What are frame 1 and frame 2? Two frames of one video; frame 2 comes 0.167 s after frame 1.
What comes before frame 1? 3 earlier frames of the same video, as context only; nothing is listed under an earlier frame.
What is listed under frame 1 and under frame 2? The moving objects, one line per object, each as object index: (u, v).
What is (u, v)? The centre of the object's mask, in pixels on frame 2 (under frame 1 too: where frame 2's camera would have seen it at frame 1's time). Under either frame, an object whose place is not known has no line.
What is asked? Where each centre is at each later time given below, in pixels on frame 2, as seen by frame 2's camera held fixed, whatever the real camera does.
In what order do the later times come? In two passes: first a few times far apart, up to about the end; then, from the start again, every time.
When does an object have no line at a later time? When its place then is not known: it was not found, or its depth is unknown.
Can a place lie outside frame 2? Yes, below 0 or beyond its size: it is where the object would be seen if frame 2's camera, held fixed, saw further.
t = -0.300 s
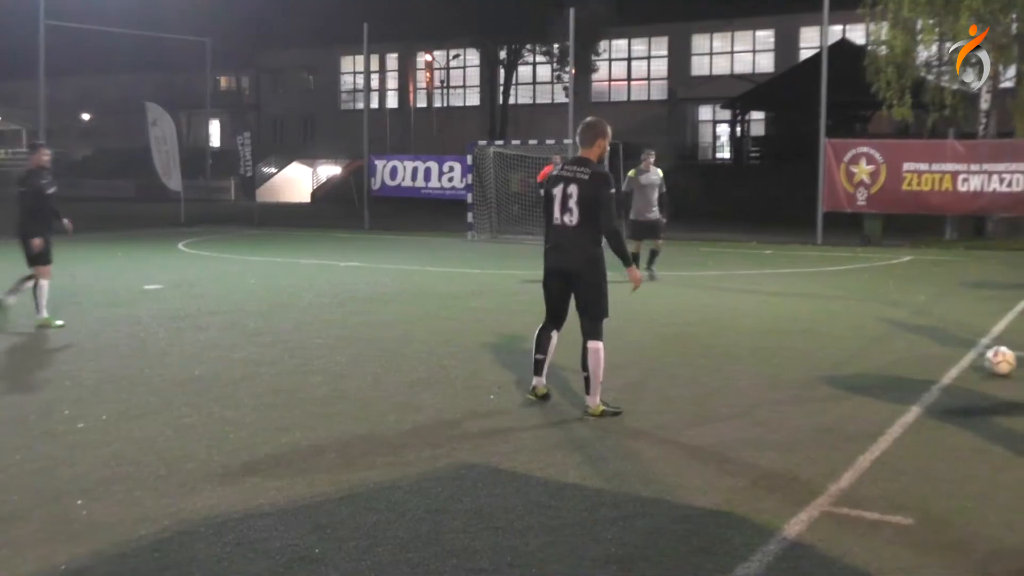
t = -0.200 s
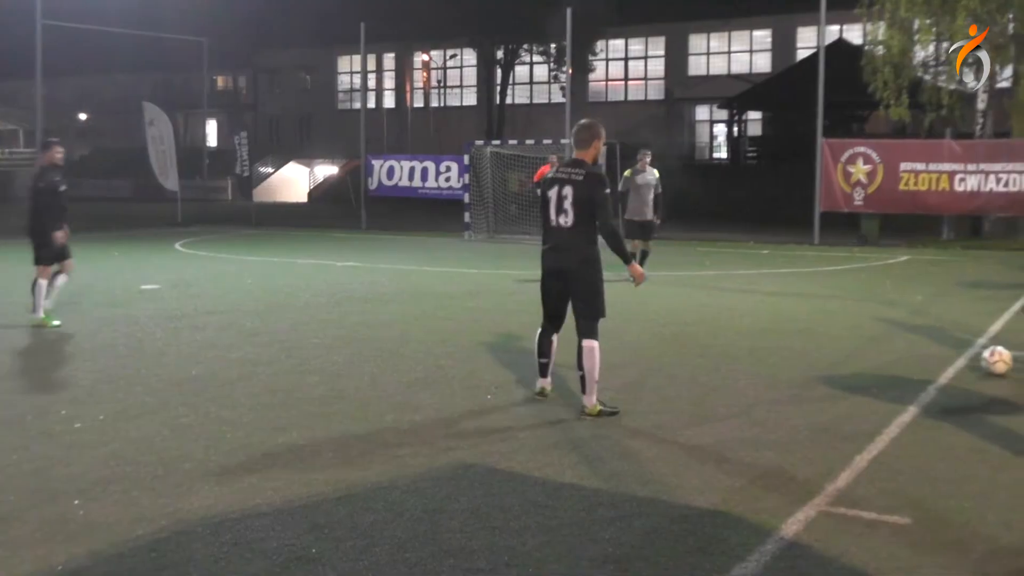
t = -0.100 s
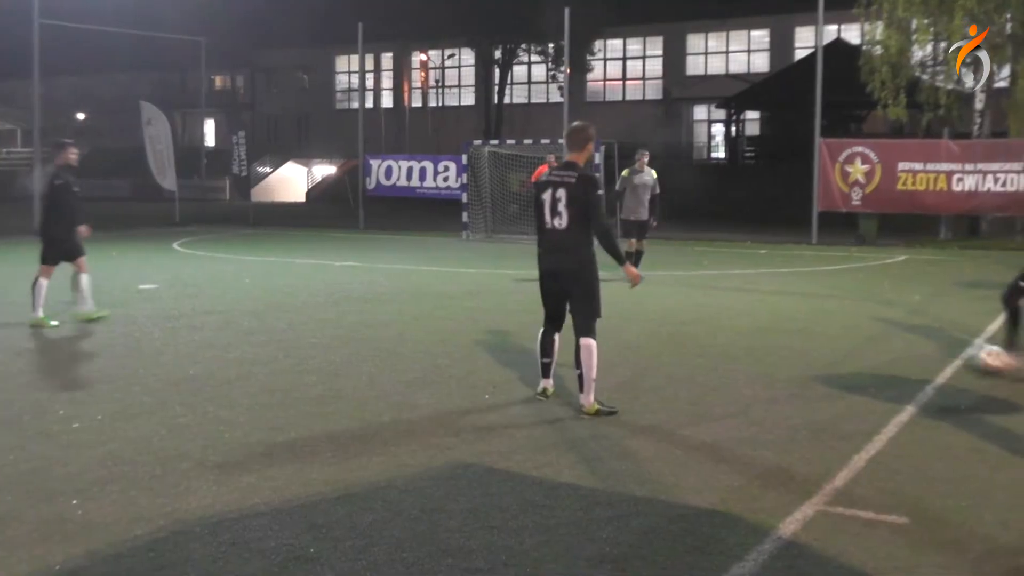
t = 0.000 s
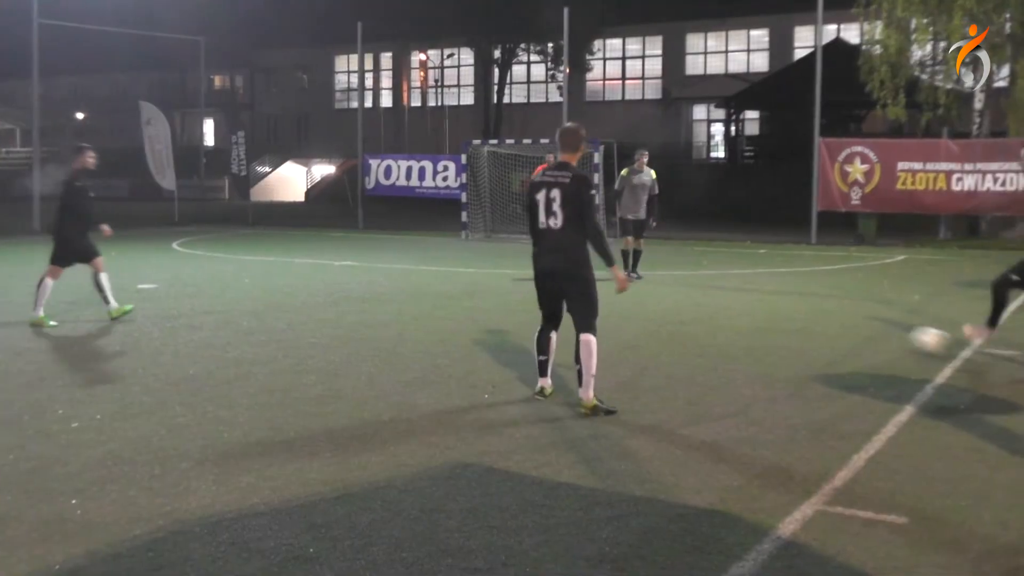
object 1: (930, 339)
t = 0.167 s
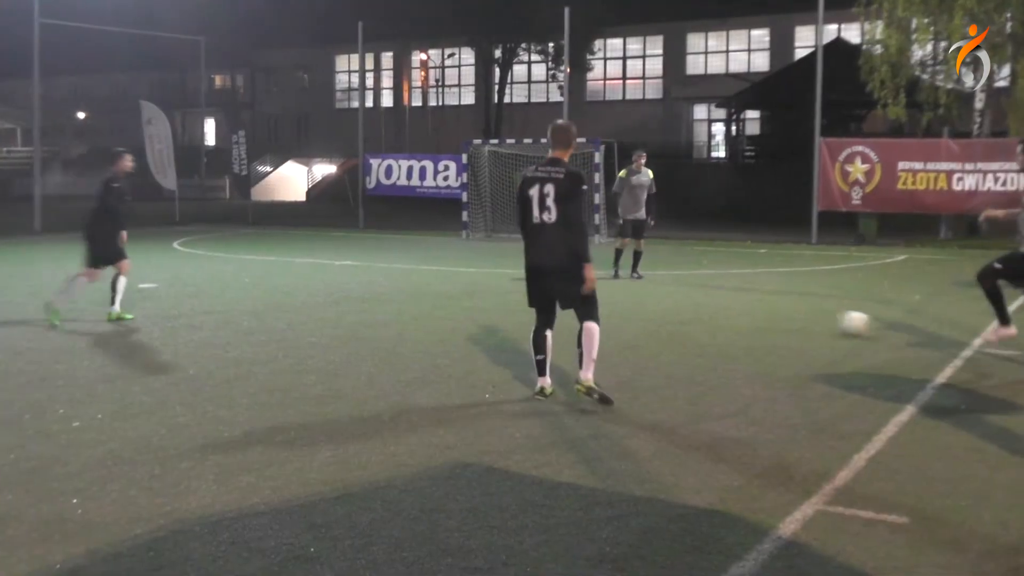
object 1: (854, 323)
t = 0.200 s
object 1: (842, 321)
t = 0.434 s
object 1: (776, 304)
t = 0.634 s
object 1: (735, 293)
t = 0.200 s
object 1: (842, 321)
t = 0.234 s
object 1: (831, 317)
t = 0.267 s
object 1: (821, 315)
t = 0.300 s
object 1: (810, 312)
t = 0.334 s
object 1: (801, 310)
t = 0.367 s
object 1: (793, 308)
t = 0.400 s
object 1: (785, 306)
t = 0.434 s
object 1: (776, 304)
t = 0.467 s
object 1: (769, 303)
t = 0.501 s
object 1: (762, 301)
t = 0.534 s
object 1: (755, 299)
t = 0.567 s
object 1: (748, 297)
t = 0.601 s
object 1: (741, 296)
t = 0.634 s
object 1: (735, 293)
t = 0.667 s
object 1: (729, 290)
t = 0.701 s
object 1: (724, 288)
